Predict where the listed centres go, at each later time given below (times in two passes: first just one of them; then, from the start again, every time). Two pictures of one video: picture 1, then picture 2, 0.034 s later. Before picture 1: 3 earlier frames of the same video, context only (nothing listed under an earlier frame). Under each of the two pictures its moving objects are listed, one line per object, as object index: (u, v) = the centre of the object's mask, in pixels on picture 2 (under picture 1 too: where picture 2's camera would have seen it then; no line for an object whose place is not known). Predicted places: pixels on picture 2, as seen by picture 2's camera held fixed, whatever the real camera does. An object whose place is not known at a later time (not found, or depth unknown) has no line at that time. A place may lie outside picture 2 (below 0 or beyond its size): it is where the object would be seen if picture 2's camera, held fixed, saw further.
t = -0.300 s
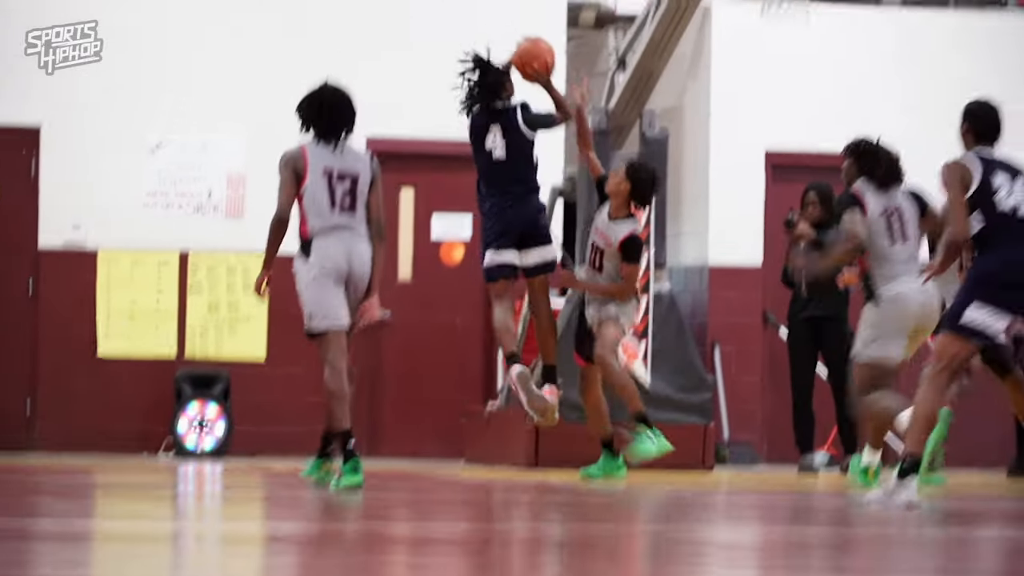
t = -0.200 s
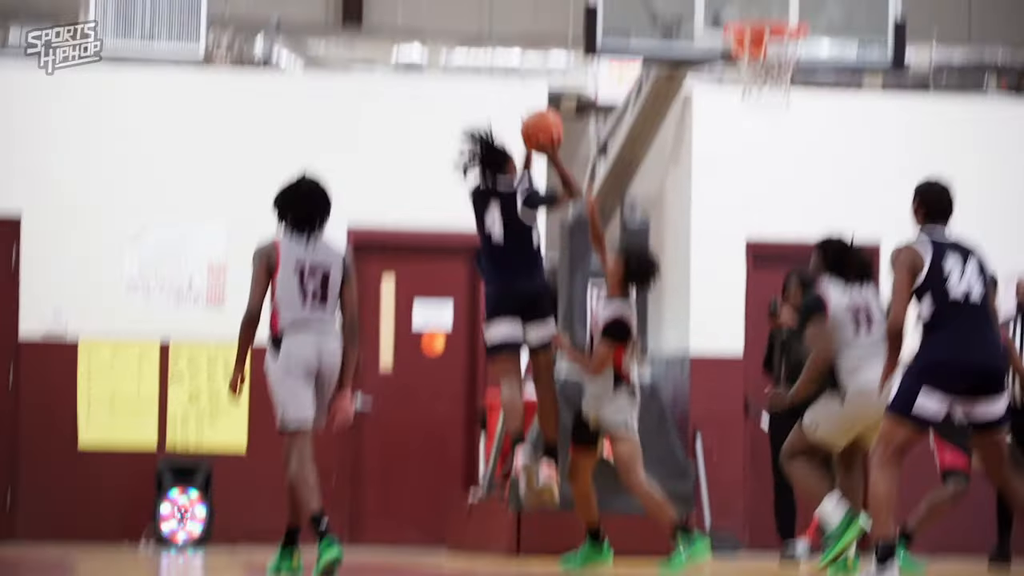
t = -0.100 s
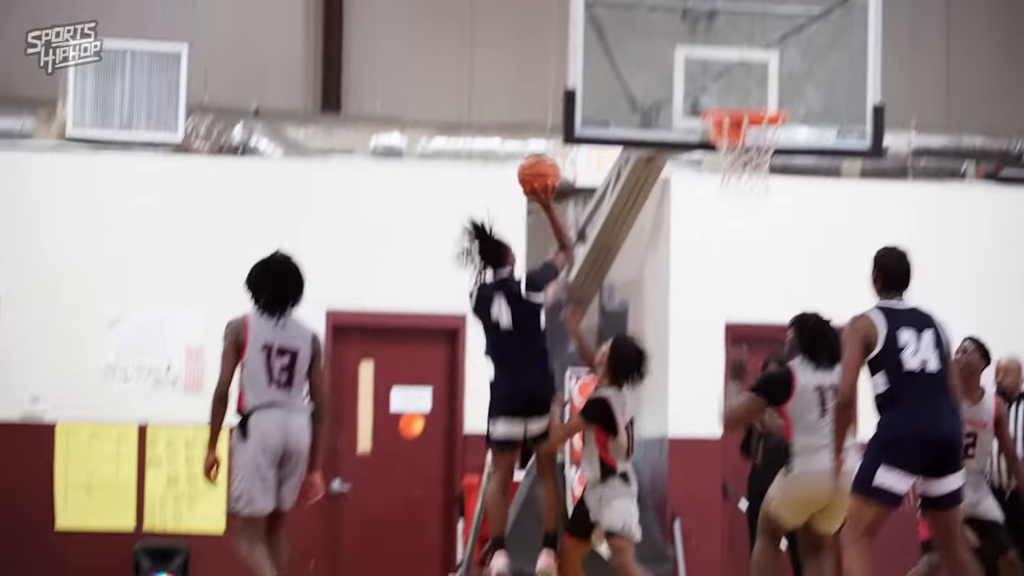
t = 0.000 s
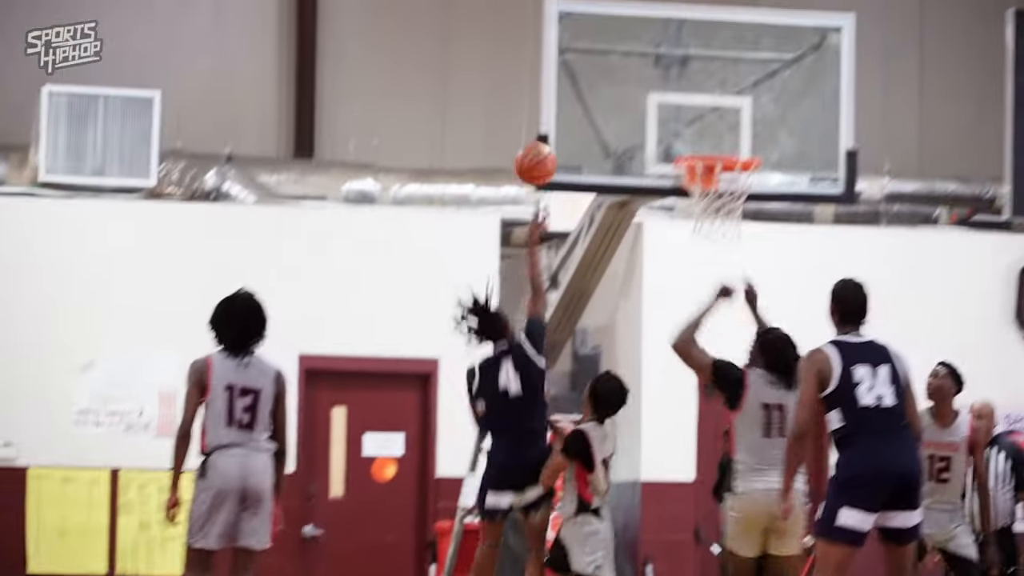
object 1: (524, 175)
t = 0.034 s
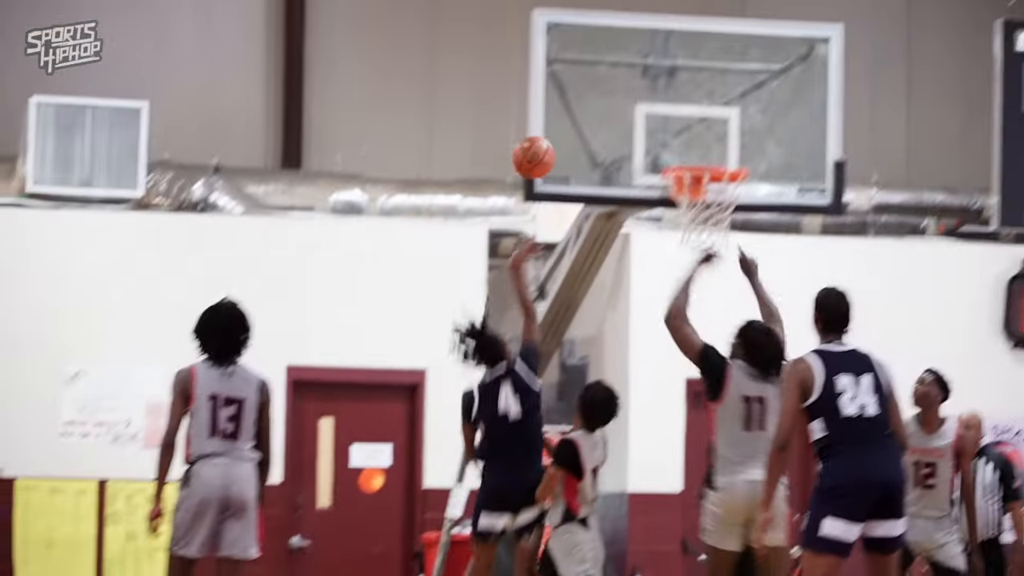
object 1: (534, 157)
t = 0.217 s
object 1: (588, 97)
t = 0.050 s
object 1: (539, 149)
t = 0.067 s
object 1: (544, 142)
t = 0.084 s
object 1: (549, 135)
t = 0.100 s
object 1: (554, 128)
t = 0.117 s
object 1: (559, 122)
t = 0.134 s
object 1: (564, 117)
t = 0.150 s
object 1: (569, 112)
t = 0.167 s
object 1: (574, 107)
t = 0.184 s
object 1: (579, 103)
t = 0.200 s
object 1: (584, 100)
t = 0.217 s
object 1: (588, 97)
